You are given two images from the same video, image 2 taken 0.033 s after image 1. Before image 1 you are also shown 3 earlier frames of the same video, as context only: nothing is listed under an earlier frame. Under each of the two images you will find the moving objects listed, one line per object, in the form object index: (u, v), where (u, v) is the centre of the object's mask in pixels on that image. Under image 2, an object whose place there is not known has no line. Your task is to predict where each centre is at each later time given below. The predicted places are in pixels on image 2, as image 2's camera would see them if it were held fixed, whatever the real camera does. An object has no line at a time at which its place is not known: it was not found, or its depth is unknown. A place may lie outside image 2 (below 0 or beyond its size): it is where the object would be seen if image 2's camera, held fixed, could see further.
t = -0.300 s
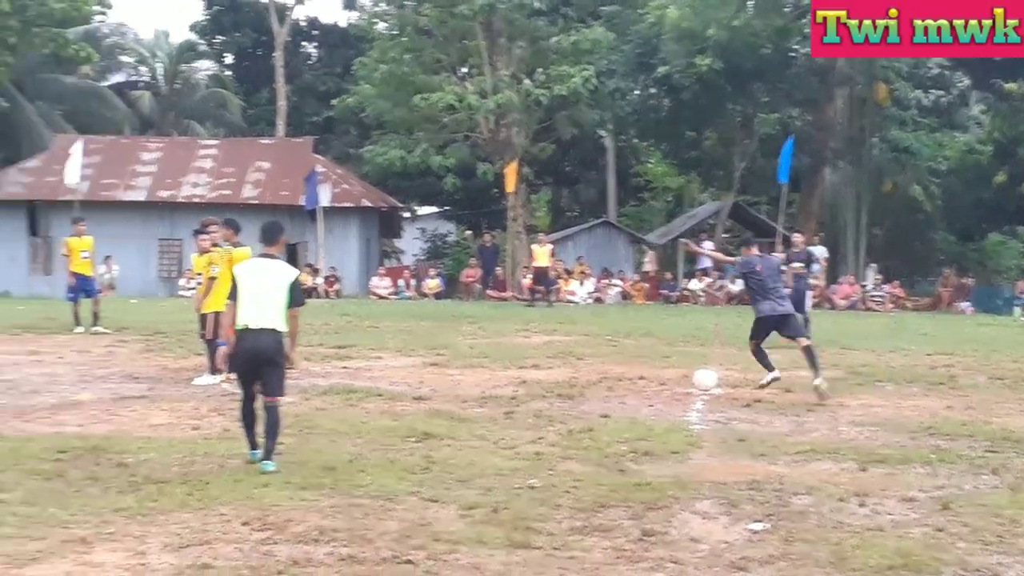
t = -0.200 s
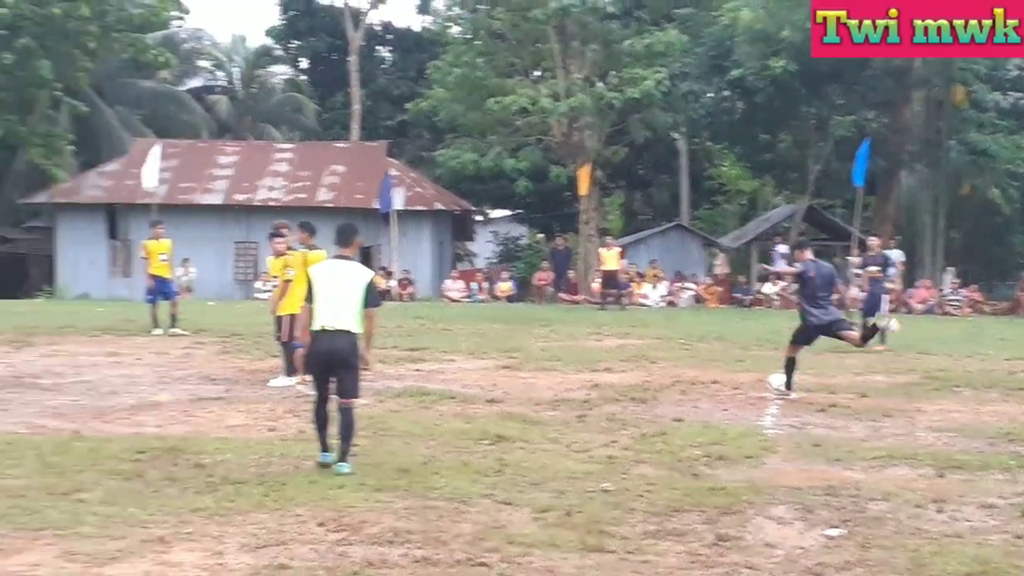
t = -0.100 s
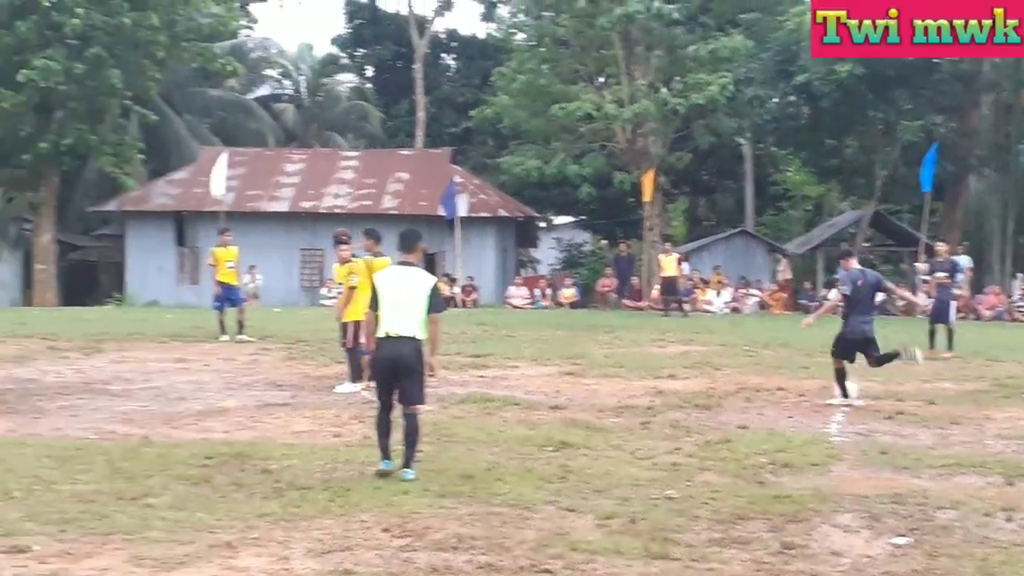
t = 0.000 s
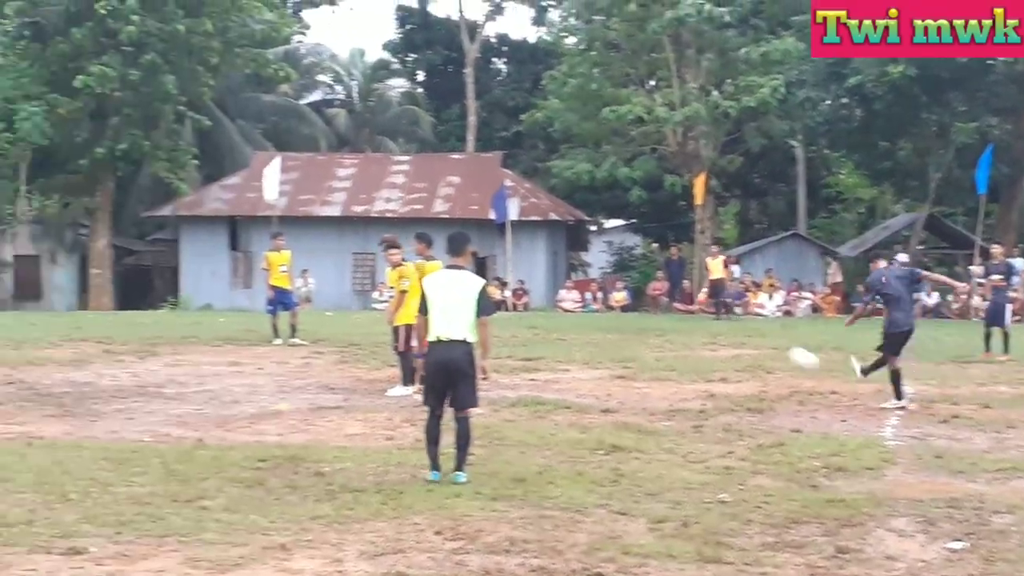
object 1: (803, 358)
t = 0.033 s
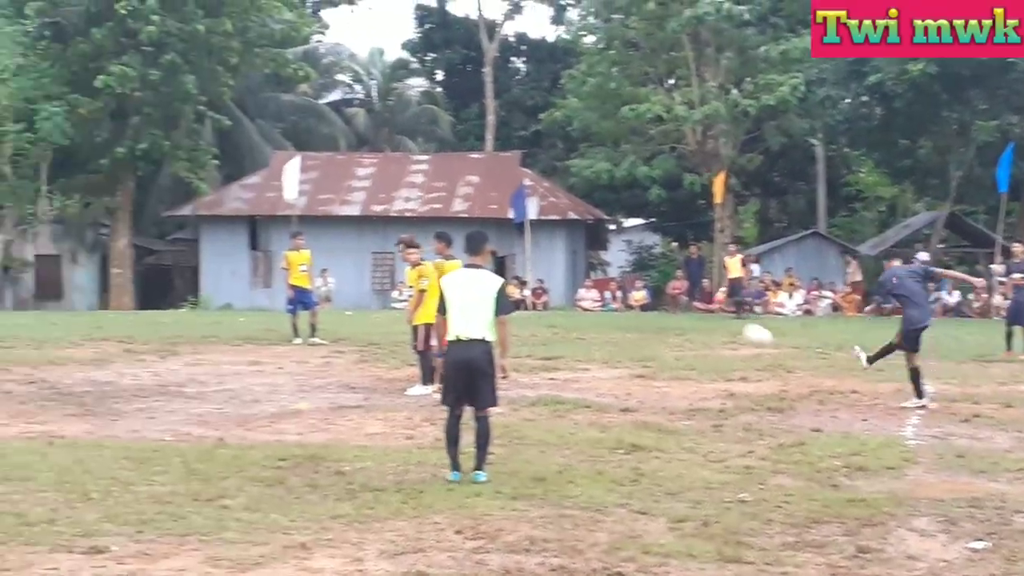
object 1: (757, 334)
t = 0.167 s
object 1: (522, 260)
